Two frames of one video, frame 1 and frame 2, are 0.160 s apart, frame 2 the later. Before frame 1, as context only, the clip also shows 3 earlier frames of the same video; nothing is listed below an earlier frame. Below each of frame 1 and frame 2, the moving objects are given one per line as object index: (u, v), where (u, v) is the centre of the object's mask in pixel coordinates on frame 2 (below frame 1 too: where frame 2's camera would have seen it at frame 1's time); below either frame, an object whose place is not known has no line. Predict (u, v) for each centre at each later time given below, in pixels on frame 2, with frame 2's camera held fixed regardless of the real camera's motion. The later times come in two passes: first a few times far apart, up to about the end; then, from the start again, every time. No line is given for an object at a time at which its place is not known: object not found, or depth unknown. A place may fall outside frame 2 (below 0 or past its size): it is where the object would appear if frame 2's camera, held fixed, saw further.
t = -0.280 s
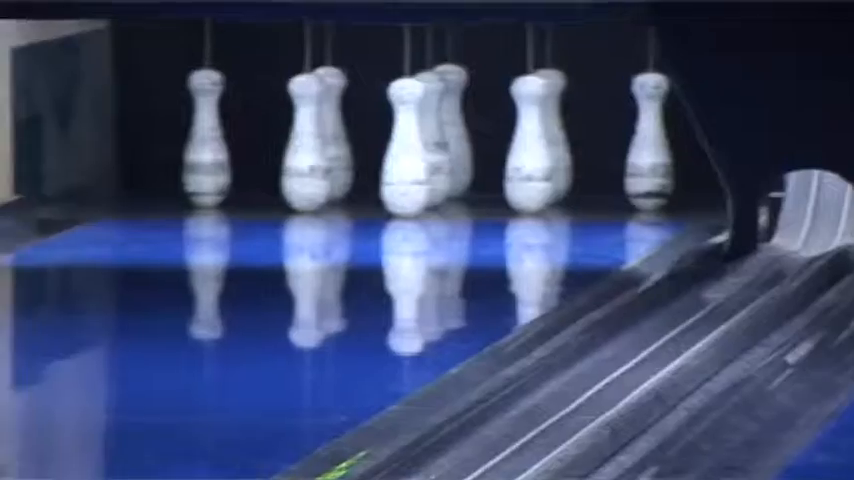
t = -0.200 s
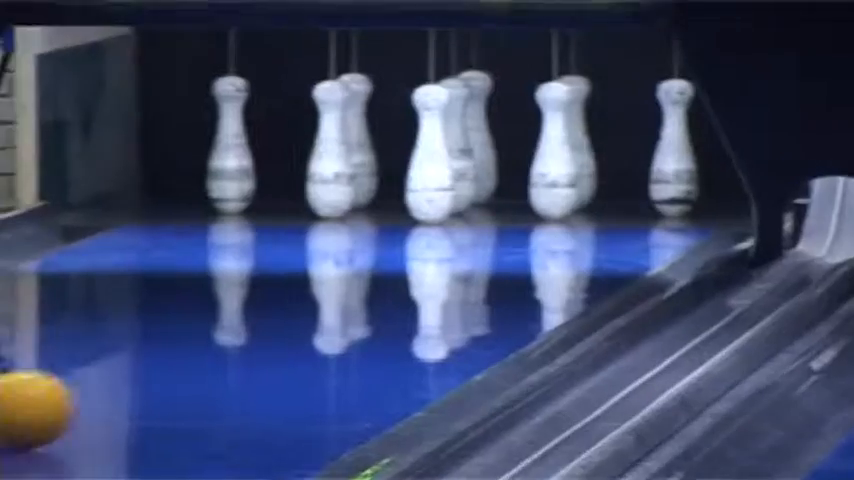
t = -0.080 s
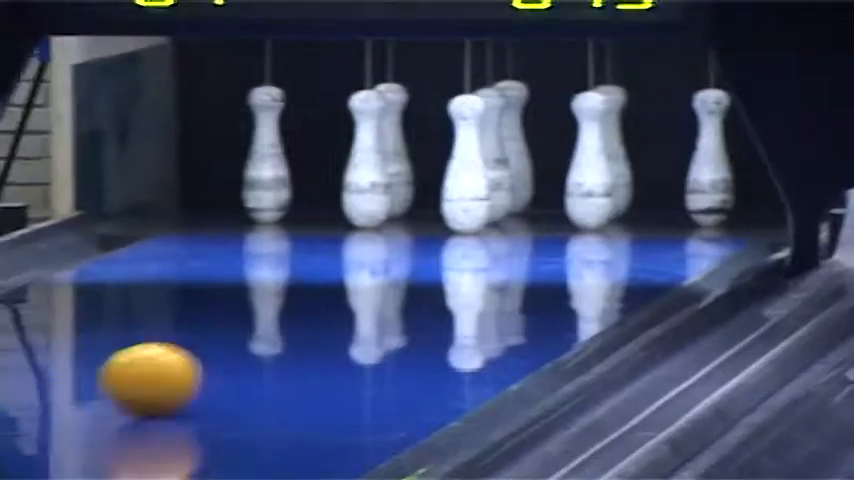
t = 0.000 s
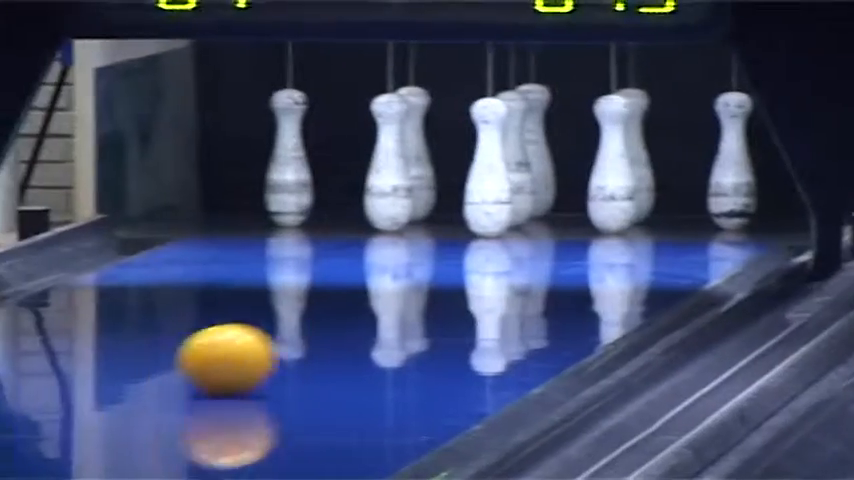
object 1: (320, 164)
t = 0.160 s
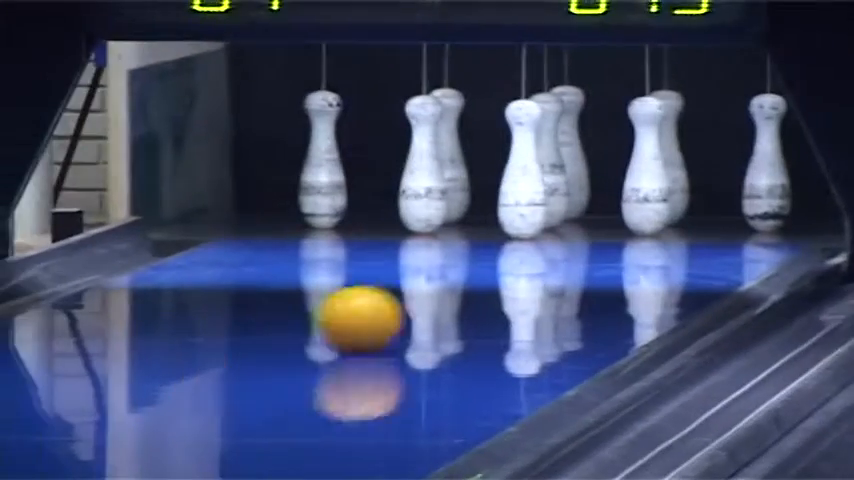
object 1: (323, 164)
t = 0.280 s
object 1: (324, 164)
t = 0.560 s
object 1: (326, 164)
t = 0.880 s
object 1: (326, 164)
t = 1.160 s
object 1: (267, 167)
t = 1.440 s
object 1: (235, 207)
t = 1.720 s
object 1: (257, 215)
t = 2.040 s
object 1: (282, 216)
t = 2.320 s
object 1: (302, 217)
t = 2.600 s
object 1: (317, 218)
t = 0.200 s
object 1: (323, 164)
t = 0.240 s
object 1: (324, 164)
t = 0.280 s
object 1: (324, 164)
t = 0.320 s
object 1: (325, 164)
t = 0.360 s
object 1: (325, 164)
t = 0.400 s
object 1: (325, 164)
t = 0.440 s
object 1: (325, 164)
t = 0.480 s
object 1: (325, 164)
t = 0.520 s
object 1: (326, 164)
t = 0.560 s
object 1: (326, 164)
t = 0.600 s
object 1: (326, 164)
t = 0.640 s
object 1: (326, 164)
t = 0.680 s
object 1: (326, 164)
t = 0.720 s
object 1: (326, 164)
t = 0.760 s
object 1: (326, 164)
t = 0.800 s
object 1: (326, 164)
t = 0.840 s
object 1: (326, 164)
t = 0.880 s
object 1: (326, 164)
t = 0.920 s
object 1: (326, 164)
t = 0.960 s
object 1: (326, 164)
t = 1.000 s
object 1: (314, 163)
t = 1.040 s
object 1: (301, 162)
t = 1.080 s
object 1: (290, 163)
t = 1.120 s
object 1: (278, 164)
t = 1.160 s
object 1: (267, 167)
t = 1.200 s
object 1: (256, 170)
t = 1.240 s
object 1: (245, 176)
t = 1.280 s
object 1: (235, 184)
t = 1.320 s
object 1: (232, 191)
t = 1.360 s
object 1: (235, 194)
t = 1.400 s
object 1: (236, 199)
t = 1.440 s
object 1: (235, 207)
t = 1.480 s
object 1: (240, 211)
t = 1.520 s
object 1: (240, 212)
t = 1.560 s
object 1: (242, 214)
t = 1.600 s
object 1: (245, 215)
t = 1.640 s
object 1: (248, 215)
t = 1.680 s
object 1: (254, 215)
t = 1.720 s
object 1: (257, 215)
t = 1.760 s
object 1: (263, 215)
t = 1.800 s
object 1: (265, 216)
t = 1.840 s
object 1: (268, 215)
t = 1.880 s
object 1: (271, 216)
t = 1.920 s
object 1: (273, 216)
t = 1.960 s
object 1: (277, 216)
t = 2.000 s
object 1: (279, 216)
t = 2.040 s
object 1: (282, 216)
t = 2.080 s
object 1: (286, 216)
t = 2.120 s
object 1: (288, 217)
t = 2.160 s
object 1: (291, 217)
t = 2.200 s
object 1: (294, 217)
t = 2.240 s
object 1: (298, 217)
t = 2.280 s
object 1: (300, 217)
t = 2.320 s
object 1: (302, 217)
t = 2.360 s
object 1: (305, 217)
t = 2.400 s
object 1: (307, 217)
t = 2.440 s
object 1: (309, 218)
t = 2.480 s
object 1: (311, 218)
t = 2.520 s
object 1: (313, 218)
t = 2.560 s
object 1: (315, 218)
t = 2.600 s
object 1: (317, 218)
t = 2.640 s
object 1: (317, 218)
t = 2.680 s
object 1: (319, 218)
